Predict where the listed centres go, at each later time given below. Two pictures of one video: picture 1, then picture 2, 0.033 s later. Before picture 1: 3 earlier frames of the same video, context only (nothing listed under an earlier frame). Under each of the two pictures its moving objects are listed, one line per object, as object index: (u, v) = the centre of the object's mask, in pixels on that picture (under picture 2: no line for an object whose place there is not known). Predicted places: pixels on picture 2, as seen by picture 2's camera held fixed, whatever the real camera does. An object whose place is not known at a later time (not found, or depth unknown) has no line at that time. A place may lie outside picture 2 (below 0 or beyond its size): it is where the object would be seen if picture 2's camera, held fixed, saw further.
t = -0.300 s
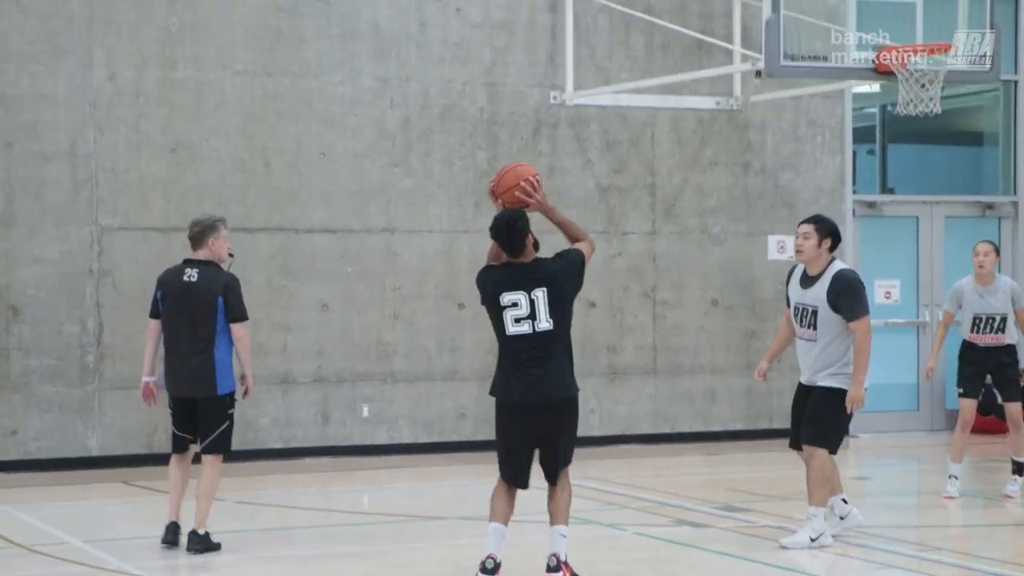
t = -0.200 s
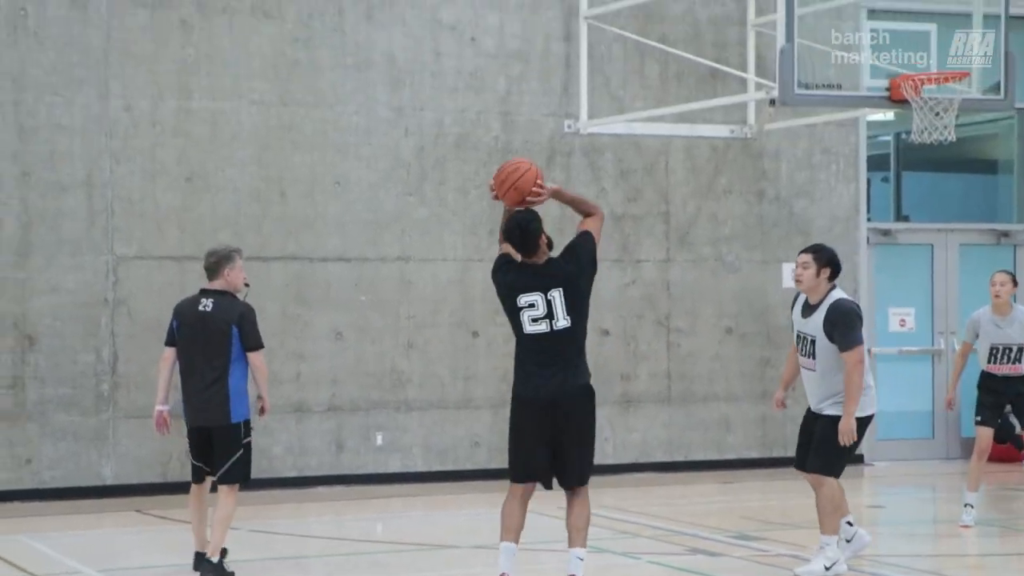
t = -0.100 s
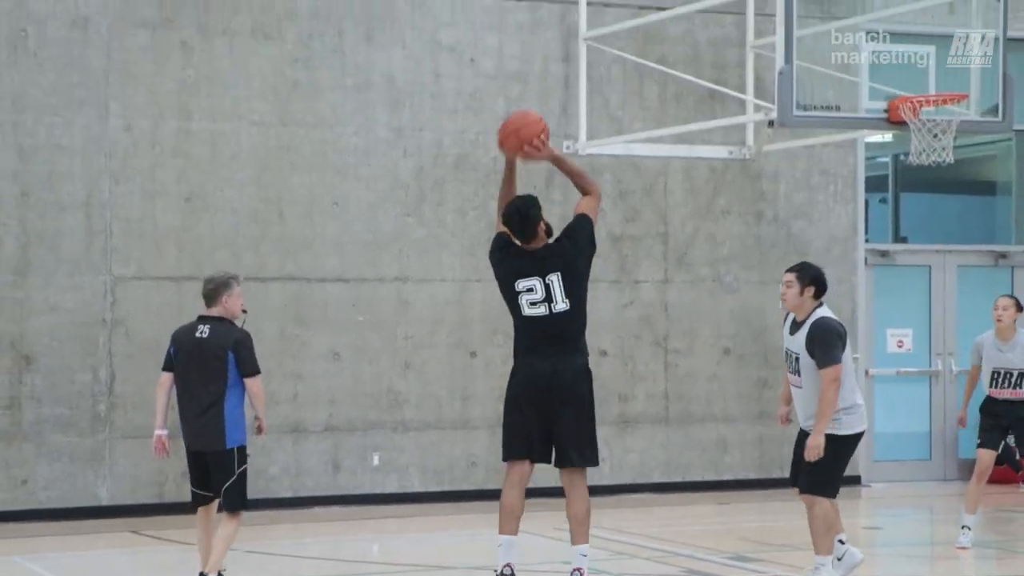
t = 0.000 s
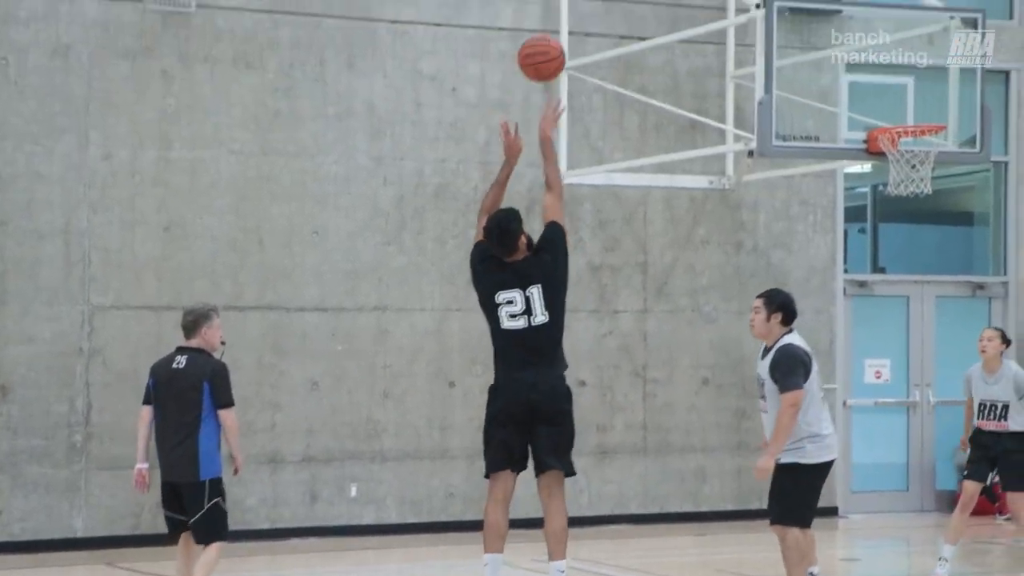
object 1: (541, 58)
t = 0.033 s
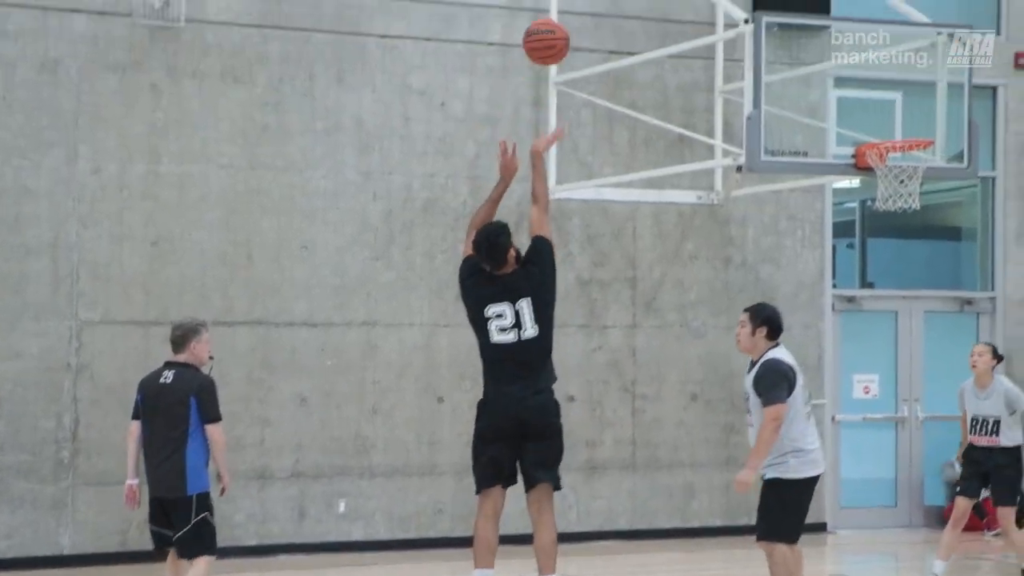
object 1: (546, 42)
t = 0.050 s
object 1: (553, 27)
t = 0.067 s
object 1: (561, 13)
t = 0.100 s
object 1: (576, -13)
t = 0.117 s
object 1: (583, -26)
